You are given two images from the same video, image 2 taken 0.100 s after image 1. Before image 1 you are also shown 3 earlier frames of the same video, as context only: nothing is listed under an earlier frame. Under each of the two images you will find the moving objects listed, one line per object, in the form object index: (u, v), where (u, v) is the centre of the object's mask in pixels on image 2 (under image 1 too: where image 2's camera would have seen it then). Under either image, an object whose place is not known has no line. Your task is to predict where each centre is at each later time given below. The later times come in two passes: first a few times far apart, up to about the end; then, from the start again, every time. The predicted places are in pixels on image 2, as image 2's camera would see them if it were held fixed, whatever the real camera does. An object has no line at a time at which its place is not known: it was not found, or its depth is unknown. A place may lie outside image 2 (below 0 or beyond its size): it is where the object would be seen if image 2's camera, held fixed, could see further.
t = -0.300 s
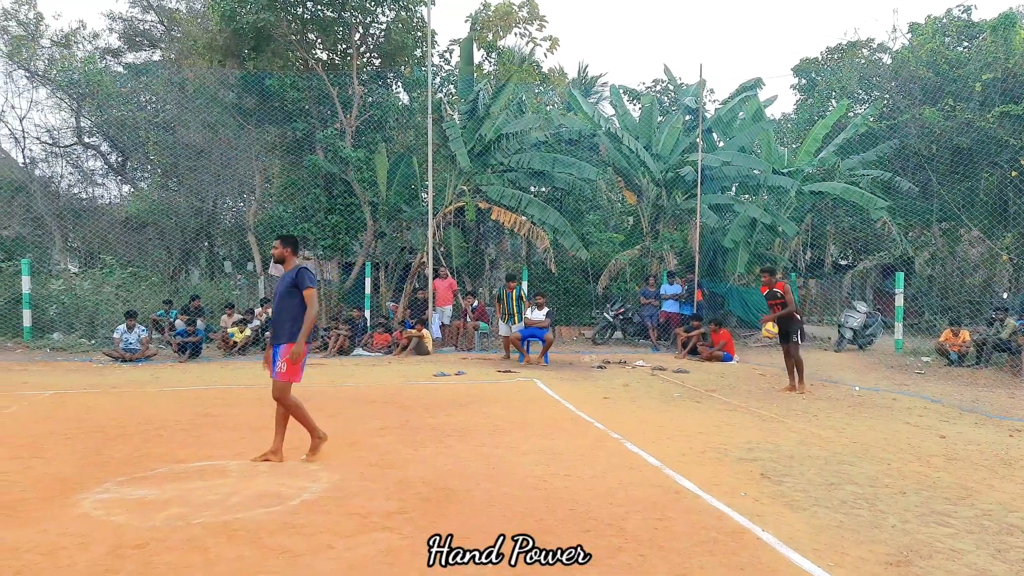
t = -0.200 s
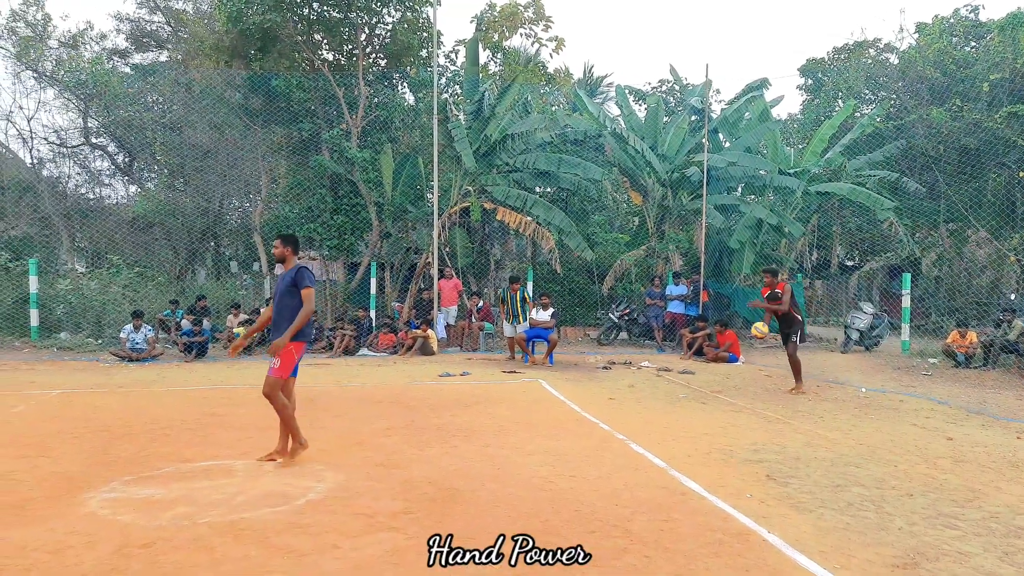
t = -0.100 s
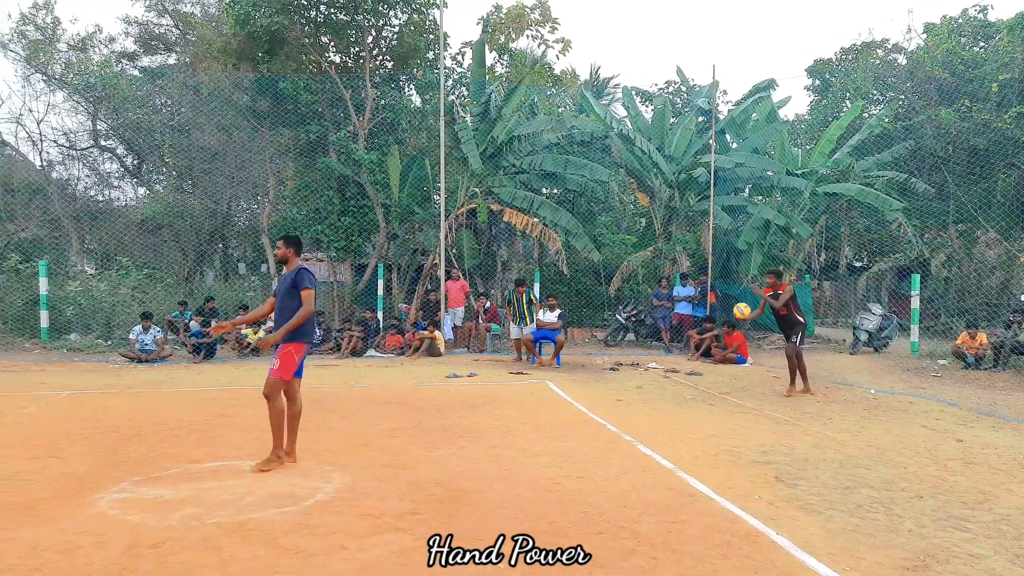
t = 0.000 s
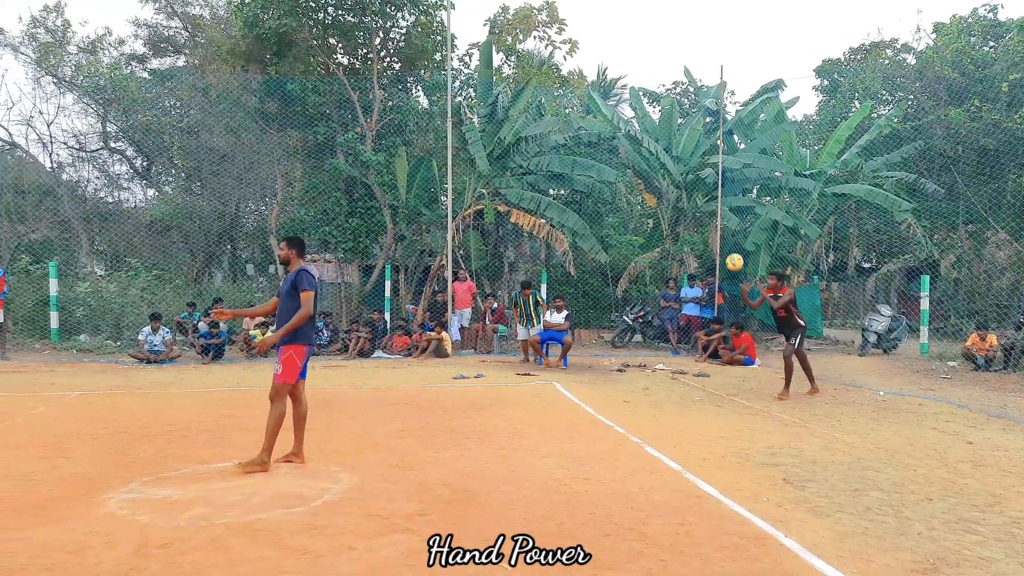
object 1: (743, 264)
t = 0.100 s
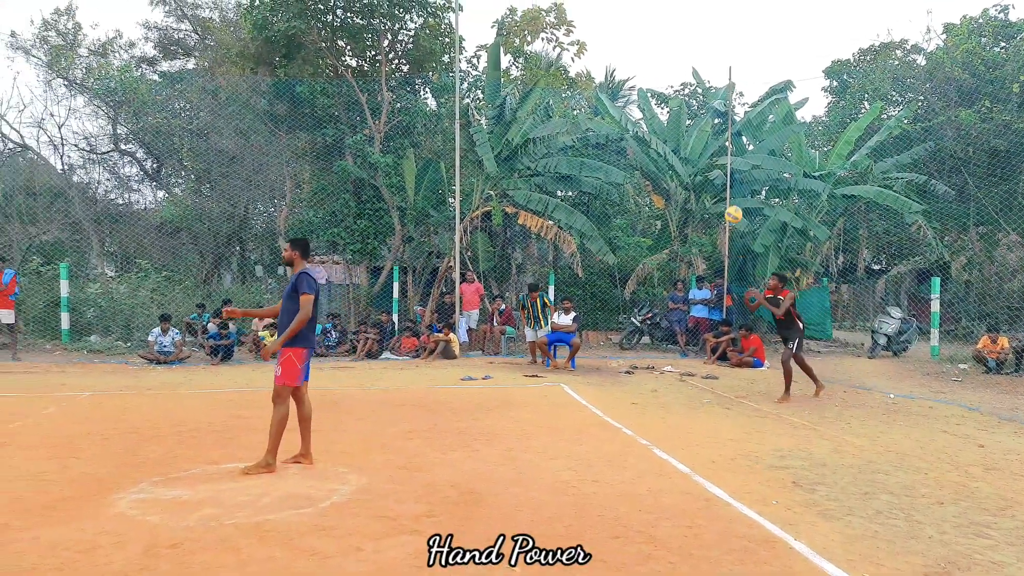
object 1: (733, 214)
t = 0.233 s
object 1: (720, 159)
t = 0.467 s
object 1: (697, 94)
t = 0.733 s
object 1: (666, 74)
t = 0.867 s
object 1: (650, 85)
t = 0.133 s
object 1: (730, 199)
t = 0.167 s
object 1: (727, 185)
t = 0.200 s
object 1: (724, 171)
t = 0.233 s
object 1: (720, 159)
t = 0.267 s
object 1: (717, 147)
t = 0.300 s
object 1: (714, 136)
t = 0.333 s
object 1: (711, 126)
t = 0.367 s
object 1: (707, 117)
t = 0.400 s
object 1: (704, 109)
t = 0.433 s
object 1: (700, 101)
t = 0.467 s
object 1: (697, 94)
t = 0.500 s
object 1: (693, 89)
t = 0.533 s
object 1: (690, 84)
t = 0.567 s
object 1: (685, 80)
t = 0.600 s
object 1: (682, 77)
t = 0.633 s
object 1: (678, 75)
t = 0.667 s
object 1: (674, 73)
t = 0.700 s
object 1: (670, 73)
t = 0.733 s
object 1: (666, 74)
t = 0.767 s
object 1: (662, 75)
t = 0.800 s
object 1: (658, 78)
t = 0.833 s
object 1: (654, 81)
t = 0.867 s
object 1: (650, 85)
